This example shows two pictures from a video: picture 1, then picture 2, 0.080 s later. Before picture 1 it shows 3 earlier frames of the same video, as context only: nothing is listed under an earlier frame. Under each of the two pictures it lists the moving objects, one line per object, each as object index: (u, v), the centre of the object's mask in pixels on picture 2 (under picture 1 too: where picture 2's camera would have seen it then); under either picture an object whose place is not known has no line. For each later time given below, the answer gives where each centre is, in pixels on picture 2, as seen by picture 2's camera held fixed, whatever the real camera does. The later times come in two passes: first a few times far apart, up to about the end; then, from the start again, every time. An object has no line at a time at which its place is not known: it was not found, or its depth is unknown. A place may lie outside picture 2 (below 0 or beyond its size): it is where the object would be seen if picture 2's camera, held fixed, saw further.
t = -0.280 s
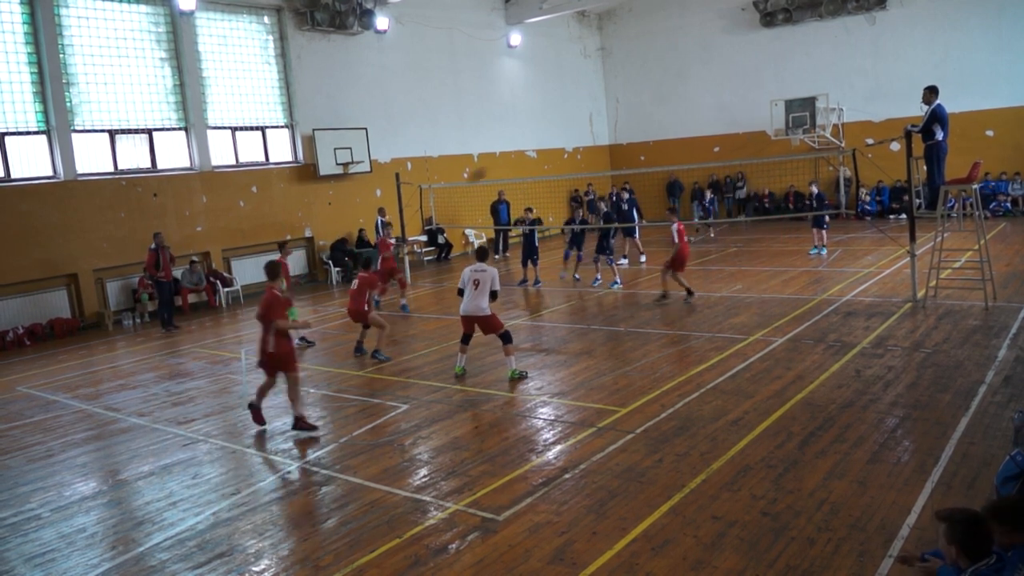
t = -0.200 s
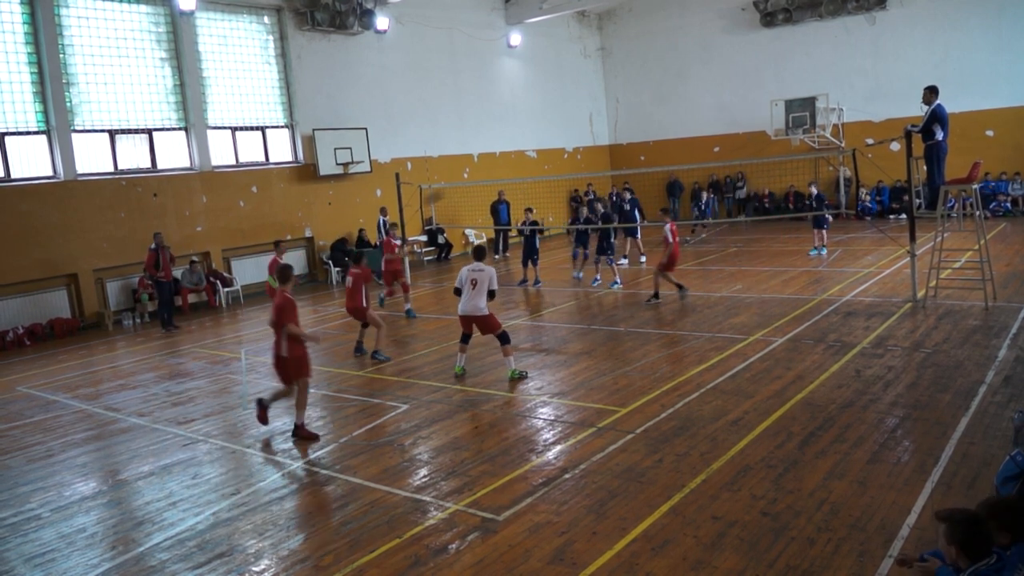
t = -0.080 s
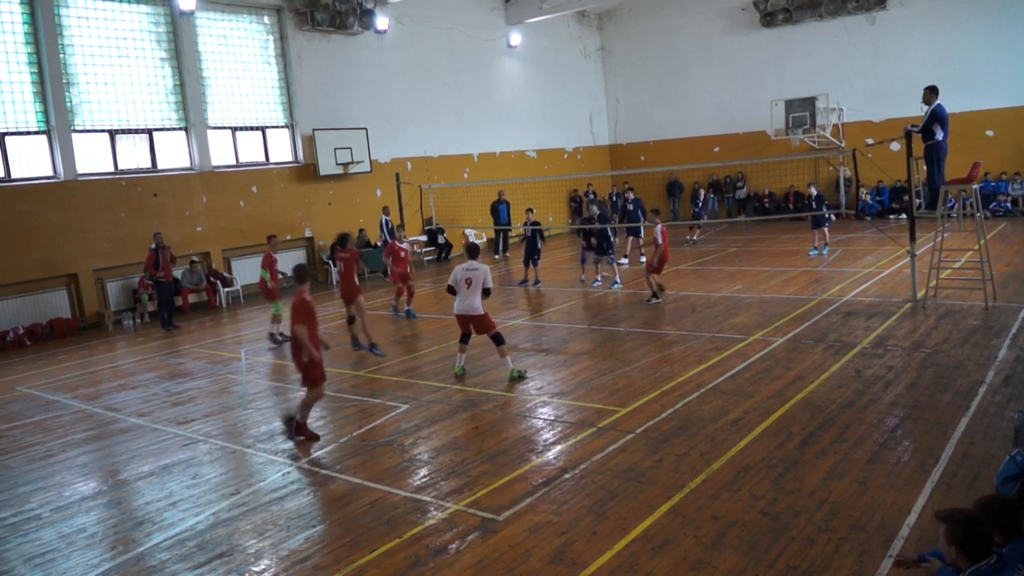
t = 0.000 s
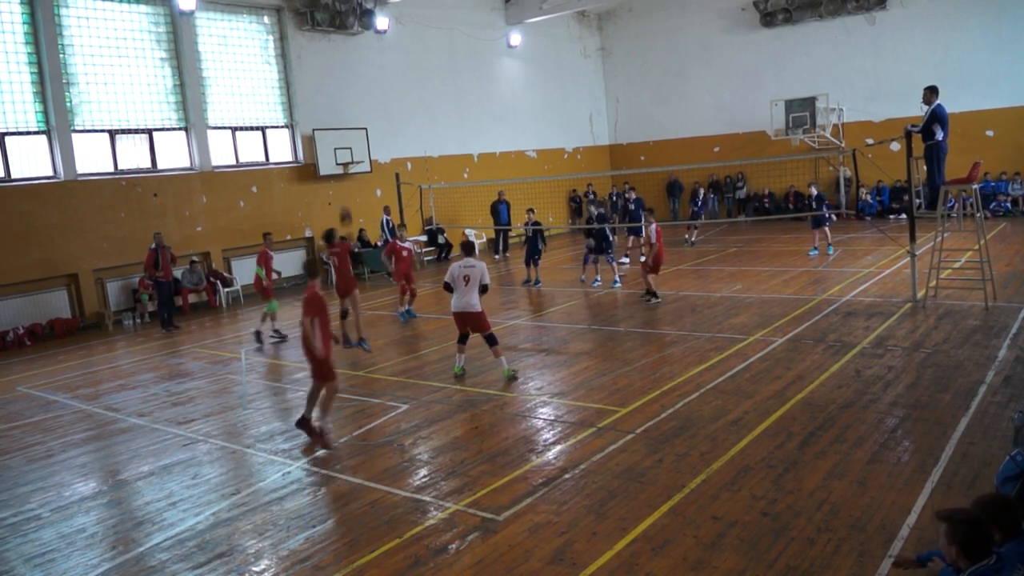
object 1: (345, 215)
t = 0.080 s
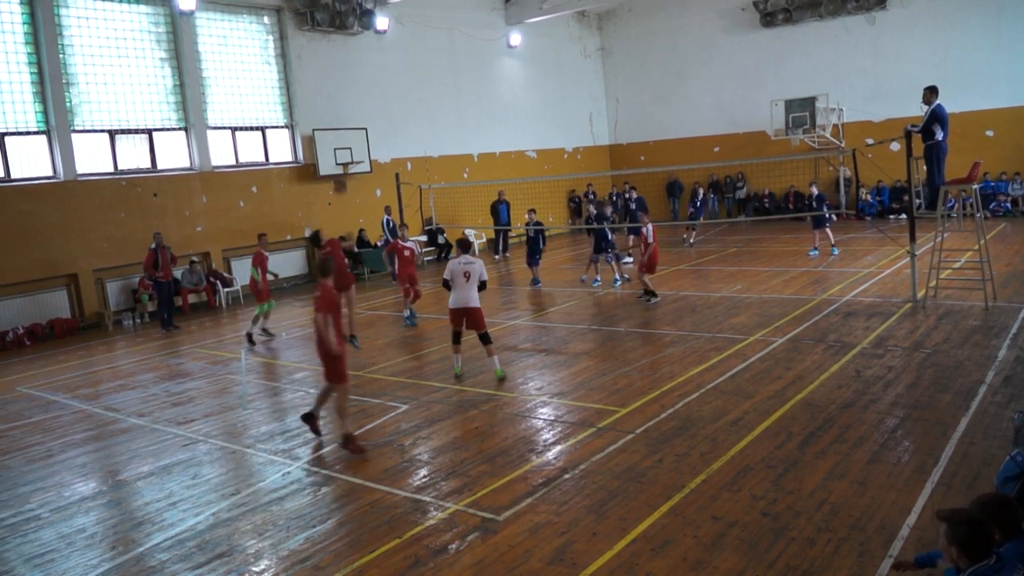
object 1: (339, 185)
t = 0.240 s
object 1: (328, 131)
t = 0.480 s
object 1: (313, 81)
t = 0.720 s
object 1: (303, 74)
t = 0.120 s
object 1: (337, 169)
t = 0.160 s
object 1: (333, 155)
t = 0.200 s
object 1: (330, 142)
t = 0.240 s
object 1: (328, 131)
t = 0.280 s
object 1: (325, 119)
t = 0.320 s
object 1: (323, 109)
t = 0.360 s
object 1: (320, 101)
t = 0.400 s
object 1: (318, 93)
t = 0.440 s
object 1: (315, 87)
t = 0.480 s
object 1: (313, 81)
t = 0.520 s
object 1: (311, 77)
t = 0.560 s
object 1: (309, 74)
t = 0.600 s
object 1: (308, 72)
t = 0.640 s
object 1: (306, 72)
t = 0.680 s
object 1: (305, 72)
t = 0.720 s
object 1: (303, 74)
